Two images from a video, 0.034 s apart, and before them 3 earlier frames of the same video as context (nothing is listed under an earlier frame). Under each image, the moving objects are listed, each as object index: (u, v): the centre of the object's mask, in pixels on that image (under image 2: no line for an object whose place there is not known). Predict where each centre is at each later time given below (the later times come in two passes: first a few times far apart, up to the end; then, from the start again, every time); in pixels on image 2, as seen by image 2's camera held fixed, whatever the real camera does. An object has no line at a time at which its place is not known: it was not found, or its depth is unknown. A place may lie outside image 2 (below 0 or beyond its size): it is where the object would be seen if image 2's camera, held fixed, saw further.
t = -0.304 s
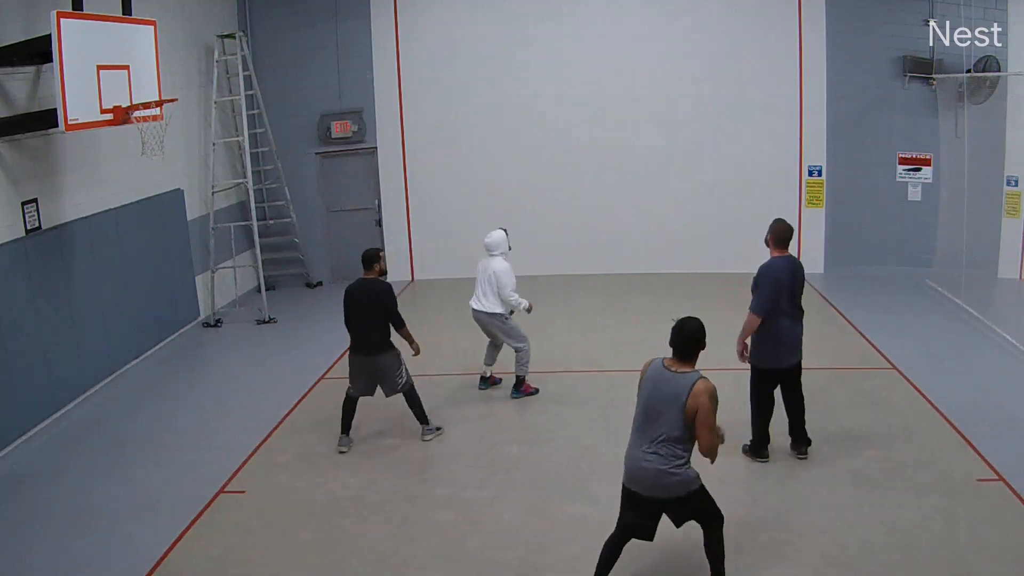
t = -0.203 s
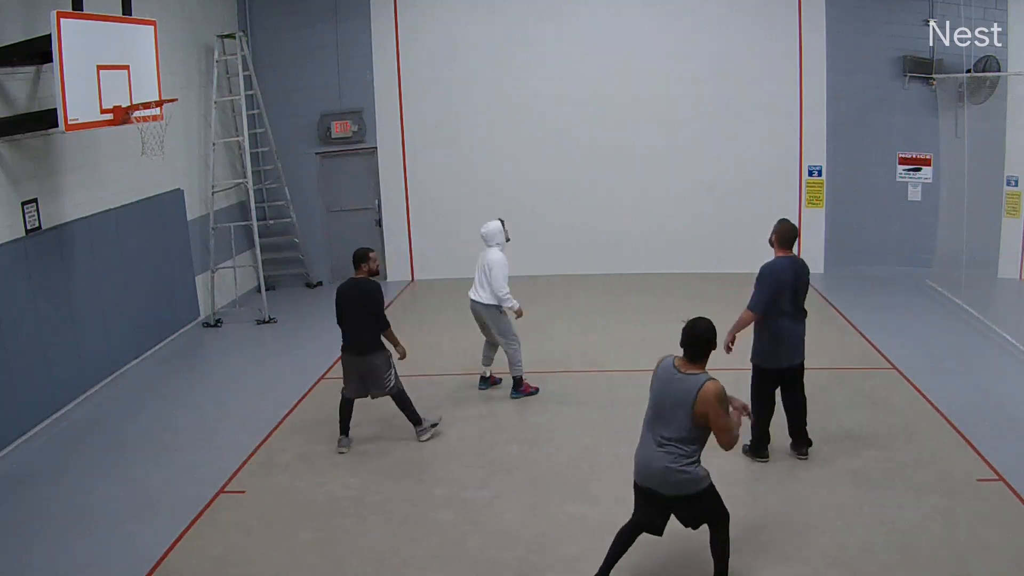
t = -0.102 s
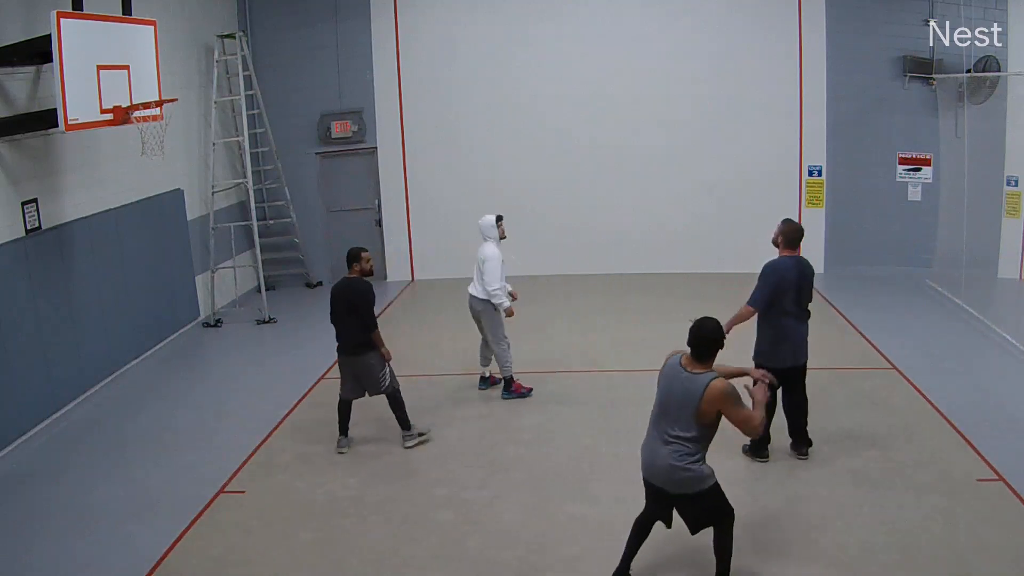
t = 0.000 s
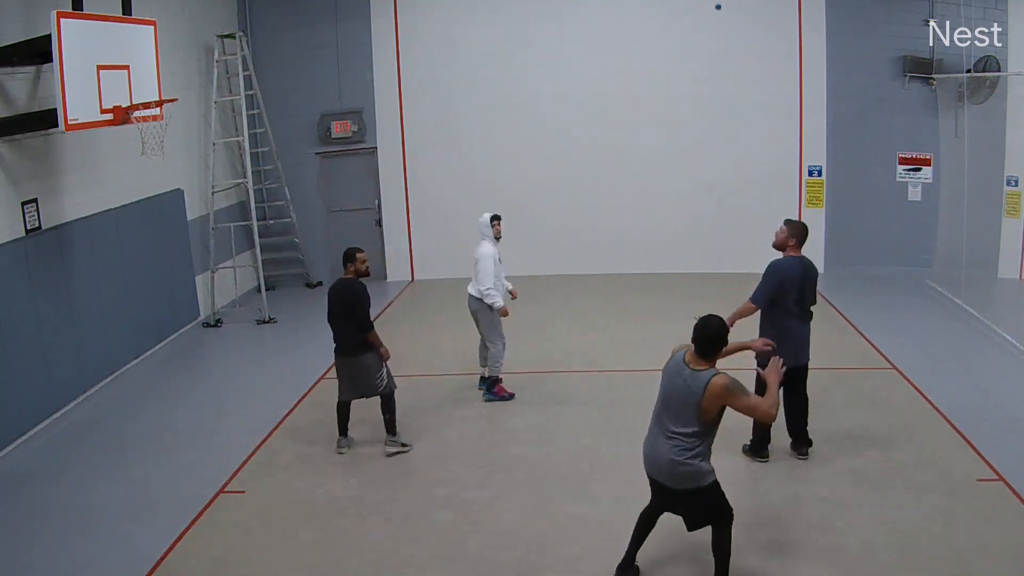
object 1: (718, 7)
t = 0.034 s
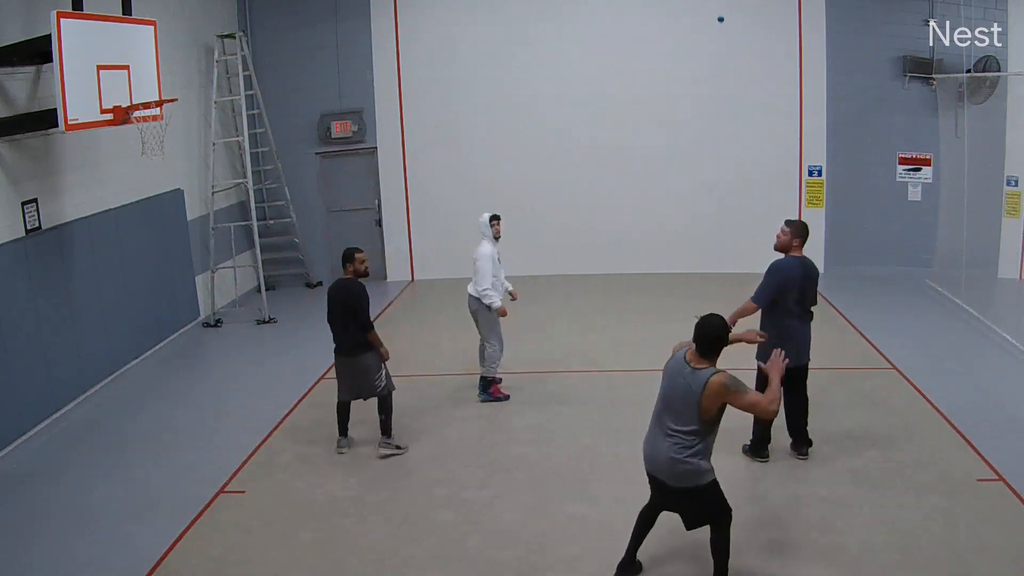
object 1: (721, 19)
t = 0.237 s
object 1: (740, 158)
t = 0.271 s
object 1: (744, 198)
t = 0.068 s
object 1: (723, 34)
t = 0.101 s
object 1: (726, 51)
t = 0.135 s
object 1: (729, 72)
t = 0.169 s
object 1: (733, 96)
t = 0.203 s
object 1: (737, 124)
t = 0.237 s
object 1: (740, 158)
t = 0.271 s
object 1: (744, 198)
